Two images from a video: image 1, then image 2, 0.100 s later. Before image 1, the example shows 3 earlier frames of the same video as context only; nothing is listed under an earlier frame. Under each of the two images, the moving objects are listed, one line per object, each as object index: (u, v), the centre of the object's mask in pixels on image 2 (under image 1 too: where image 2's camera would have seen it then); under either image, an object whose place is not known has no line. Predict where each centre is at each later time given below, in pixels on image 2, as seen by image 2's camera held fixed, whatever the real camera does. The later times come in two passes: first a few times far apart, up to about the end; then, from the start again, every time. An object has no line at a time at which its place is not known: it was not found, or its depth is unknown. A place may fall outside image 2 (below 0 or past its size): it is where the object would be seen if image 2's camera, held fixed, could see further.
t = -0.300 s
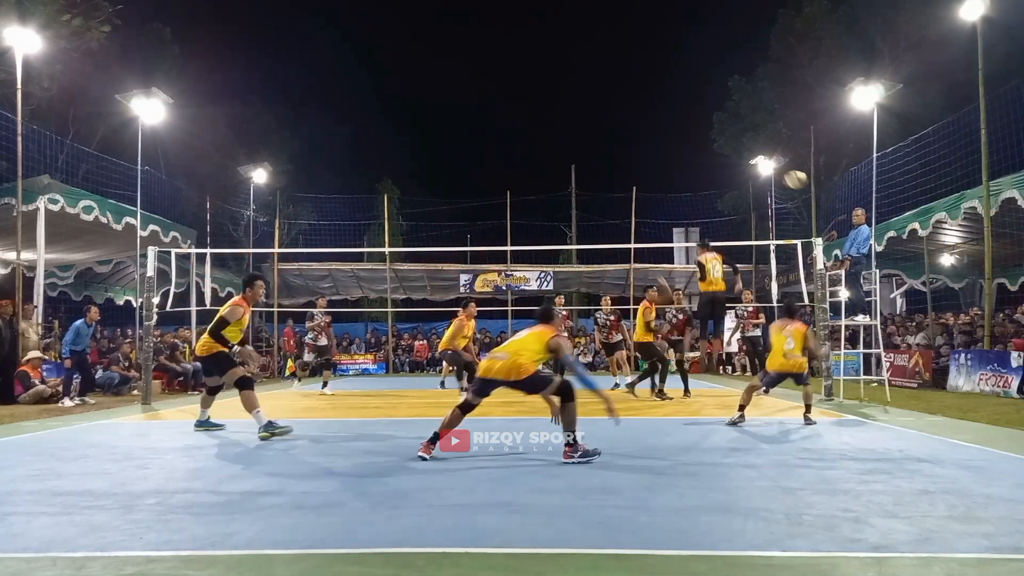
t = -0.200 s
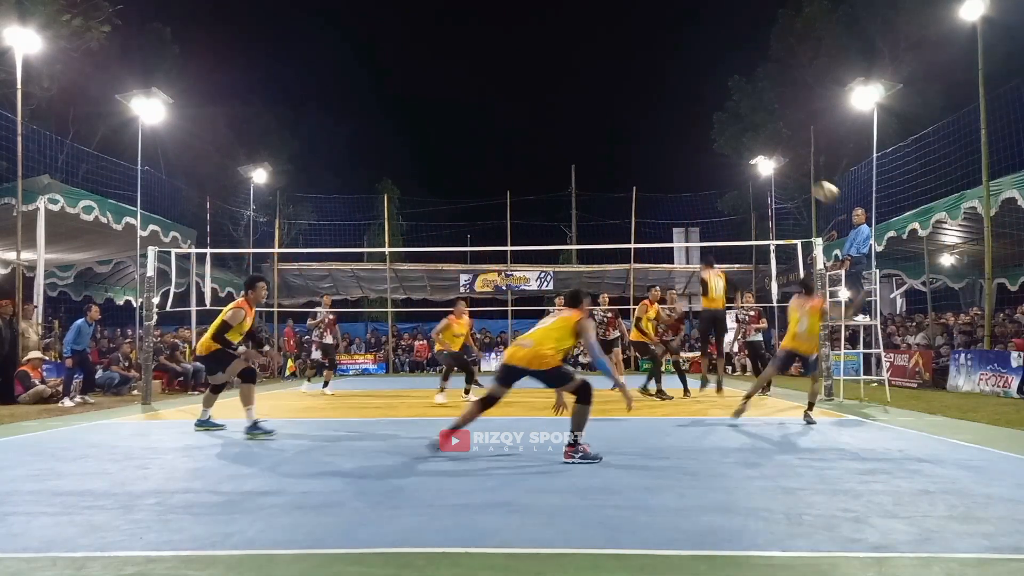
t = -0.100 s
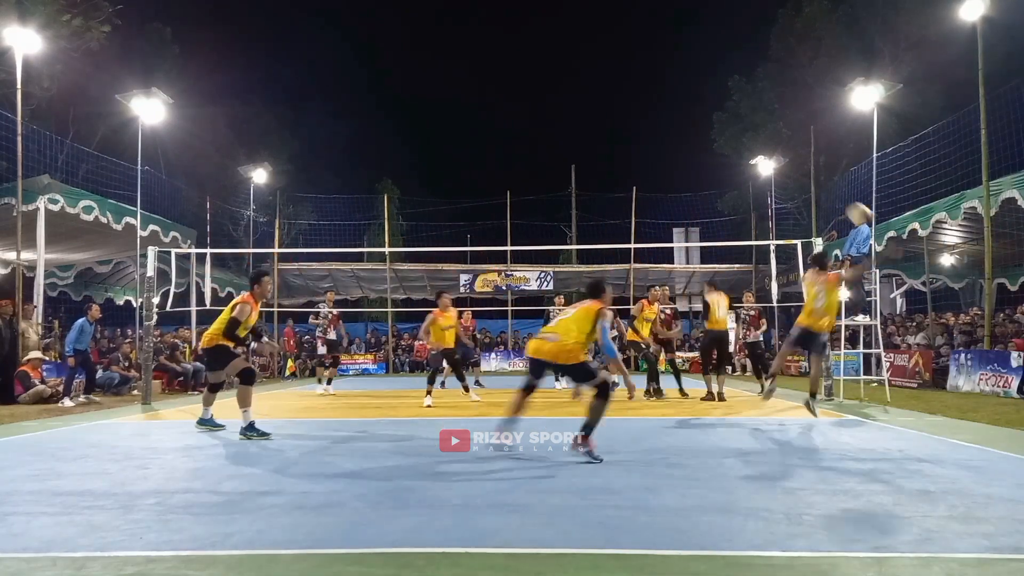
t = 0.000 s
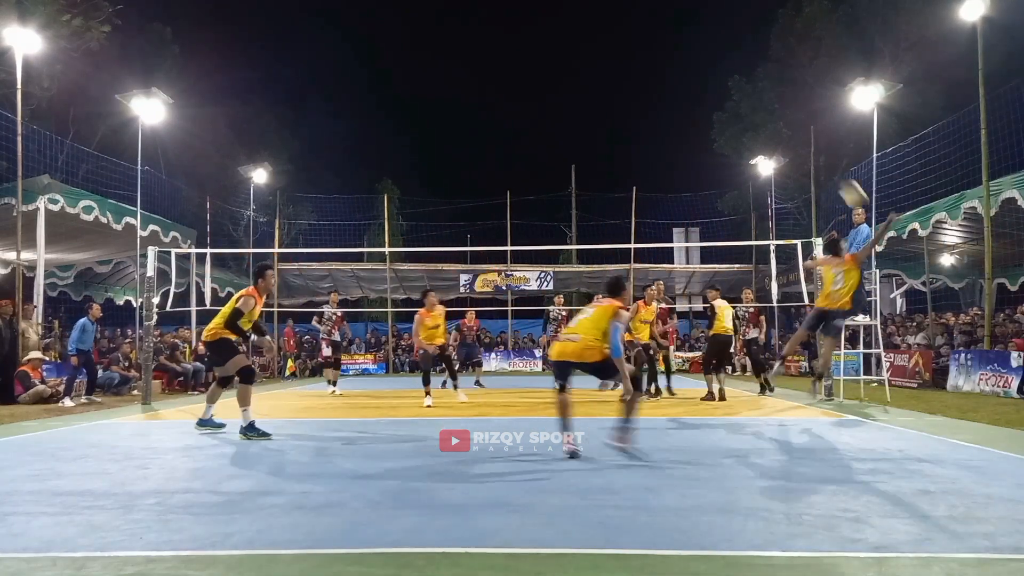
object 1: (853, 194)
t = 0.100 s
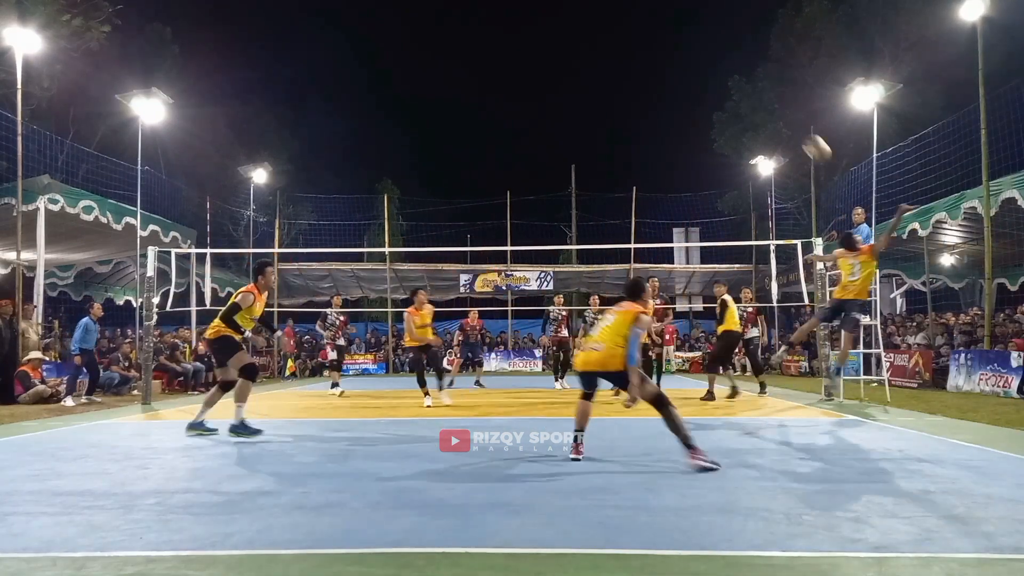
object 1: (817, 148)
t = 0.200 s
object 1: (781, 113)
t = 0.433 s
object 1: (707, 69)
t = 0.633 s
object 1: (649, 67)
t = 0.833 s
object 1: (597, 97)
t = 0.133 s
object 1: (804, 135)
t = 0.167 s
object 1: (793, 123)
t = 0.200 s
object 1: (781, 113)
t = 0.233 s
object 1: (770, 104)
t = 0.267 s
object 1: (759, 96)
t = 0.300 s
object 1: (748, 89)
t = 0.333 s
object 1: (738, 82)
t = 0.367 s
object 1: (727, 76)
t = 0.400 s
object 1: (717, 72)
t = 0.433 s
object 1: (707, 69)
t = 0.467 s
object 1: (697, 66)
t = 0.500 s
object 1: (687, 64)
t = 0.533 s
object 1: (678, 64)
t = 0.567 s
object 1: (668, 64)
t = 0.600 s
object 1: (659, 65)
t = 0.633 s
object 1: (649, 67)
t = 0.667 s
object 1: (640, 70)
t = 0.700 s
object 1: (631, 74)
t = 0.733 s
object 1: (622, 78)
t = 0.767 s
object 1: (614, 83)
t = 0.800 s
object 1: (605, 90)
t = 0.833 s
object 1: (597, 97)
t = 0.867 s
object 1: (589, 104)
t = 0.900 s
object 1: (581, 113)
